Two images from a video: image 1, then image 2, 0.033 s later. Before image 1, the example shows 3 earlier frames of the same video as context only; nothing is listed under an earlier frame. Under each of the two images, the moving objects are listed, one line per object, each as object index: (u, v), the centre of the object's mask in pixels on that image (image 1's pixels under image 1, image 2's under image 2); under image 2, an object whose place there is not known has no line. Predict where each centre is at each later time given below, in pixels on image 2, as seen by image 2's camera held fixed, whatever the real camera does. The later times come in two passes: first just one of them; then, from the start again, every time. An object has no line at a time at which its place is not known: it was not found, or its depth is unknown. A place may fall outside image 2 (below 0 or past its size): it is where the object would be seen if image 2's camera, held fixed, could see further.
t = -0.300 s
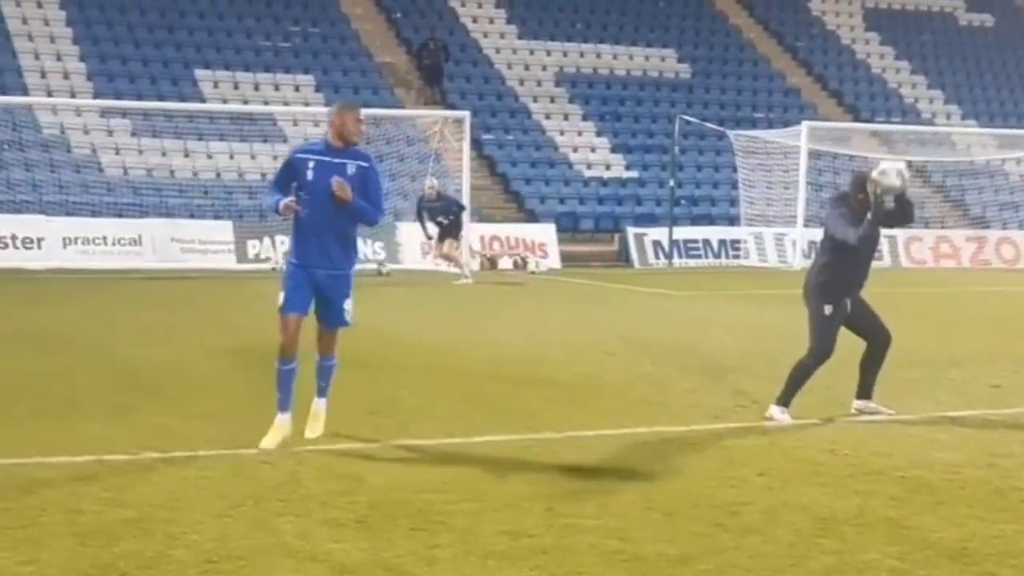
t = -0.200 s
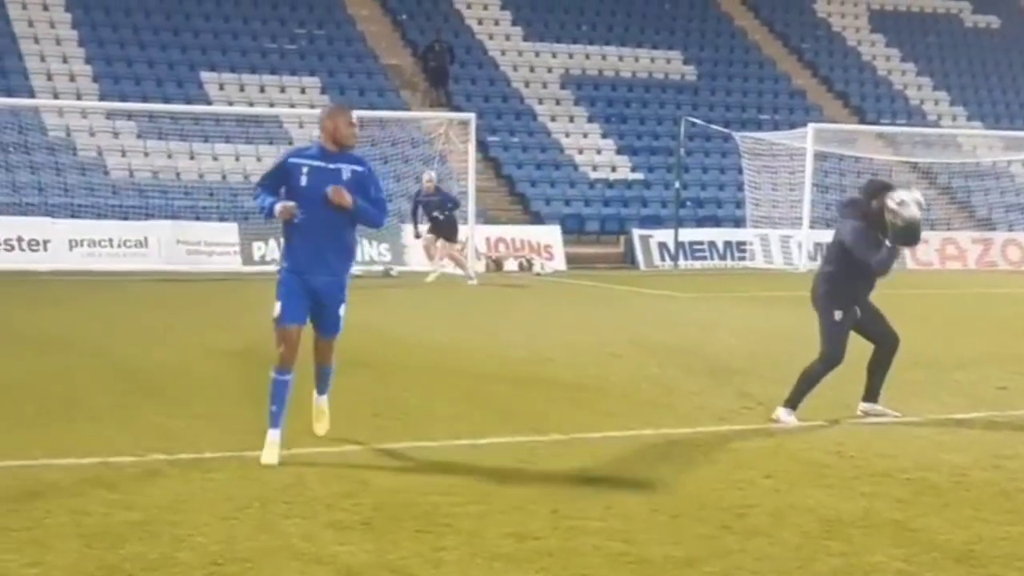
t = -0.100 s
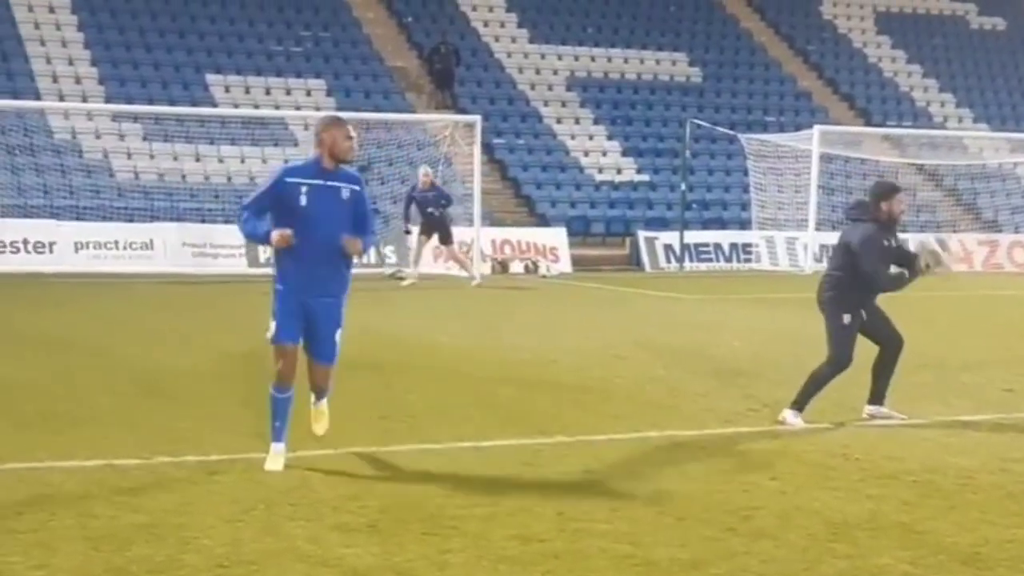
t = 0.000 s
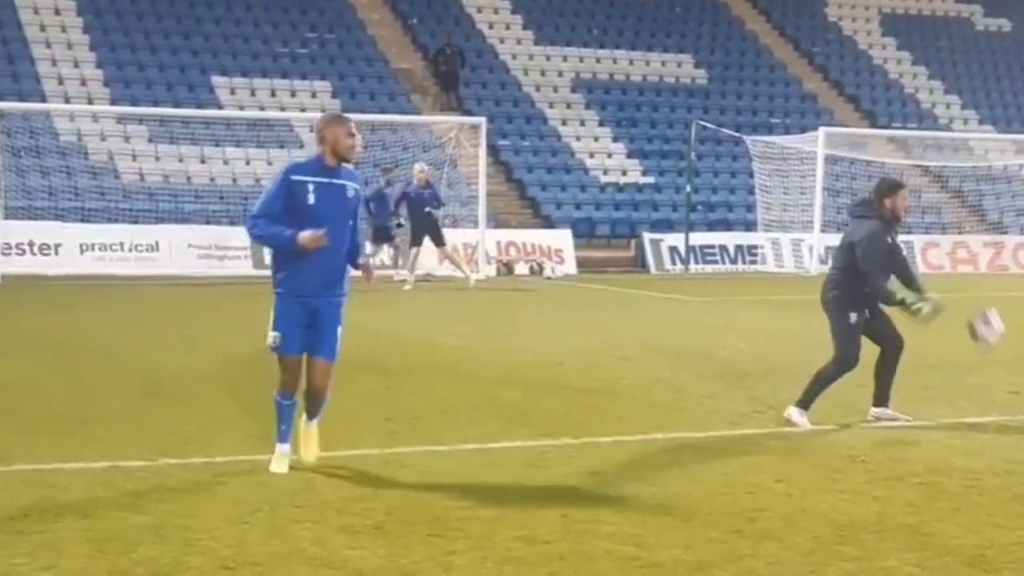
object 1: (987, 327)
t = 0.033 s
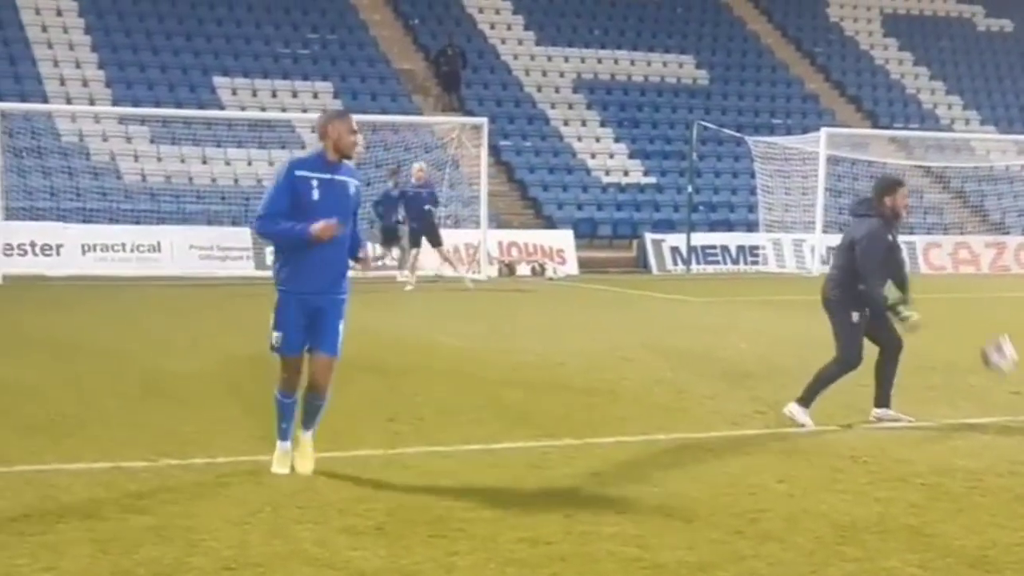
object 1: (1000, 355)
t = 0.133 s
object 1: (1016, 386)
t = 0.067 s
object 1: (1008, 382)
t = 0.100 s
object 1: (1012, 405)
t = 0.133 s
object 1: (1016, 386)
